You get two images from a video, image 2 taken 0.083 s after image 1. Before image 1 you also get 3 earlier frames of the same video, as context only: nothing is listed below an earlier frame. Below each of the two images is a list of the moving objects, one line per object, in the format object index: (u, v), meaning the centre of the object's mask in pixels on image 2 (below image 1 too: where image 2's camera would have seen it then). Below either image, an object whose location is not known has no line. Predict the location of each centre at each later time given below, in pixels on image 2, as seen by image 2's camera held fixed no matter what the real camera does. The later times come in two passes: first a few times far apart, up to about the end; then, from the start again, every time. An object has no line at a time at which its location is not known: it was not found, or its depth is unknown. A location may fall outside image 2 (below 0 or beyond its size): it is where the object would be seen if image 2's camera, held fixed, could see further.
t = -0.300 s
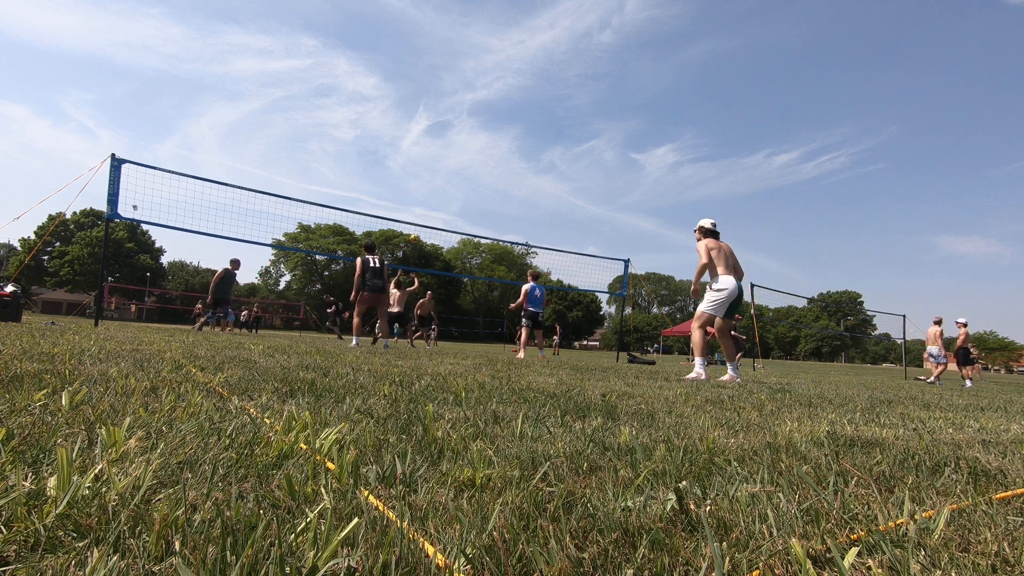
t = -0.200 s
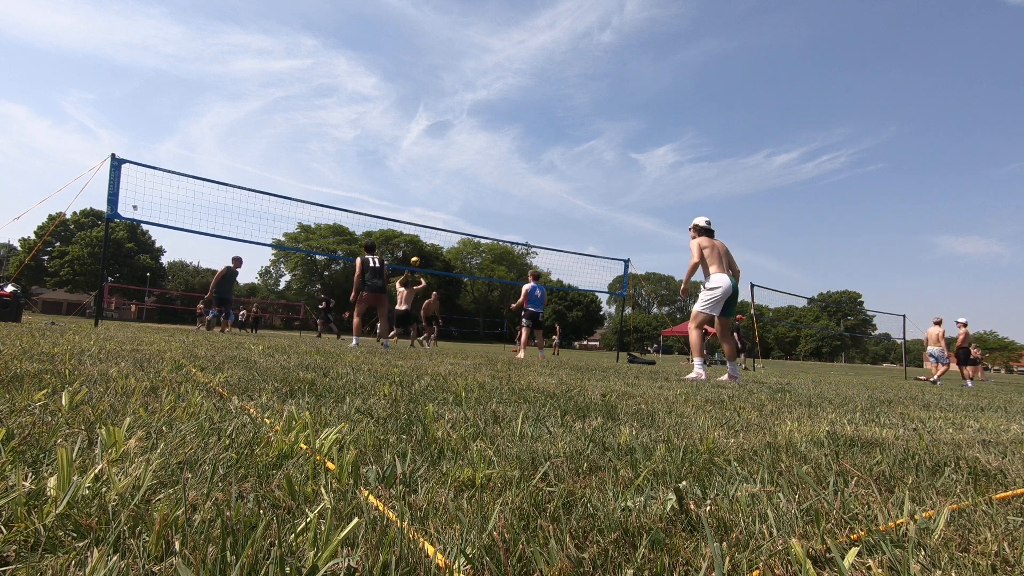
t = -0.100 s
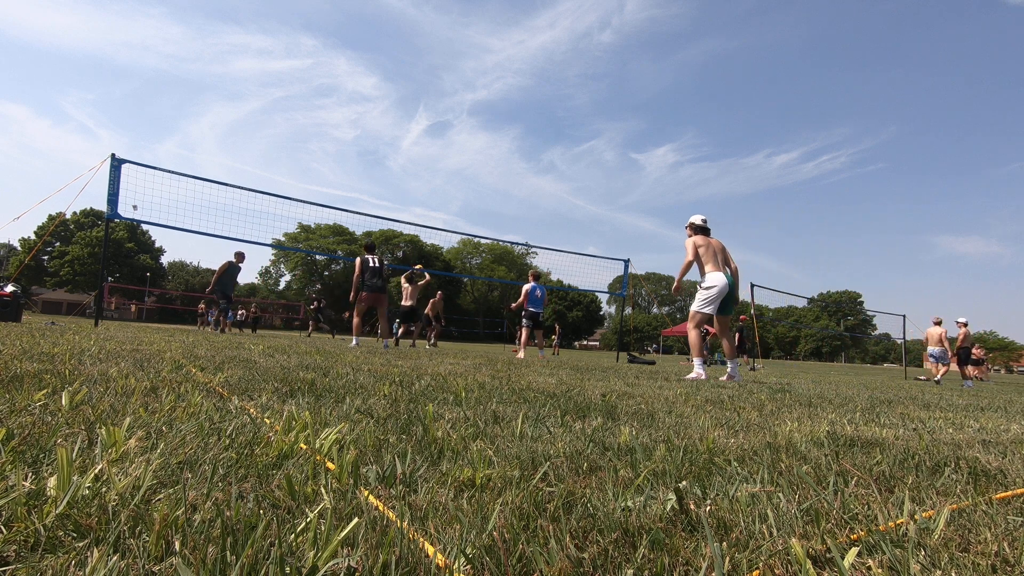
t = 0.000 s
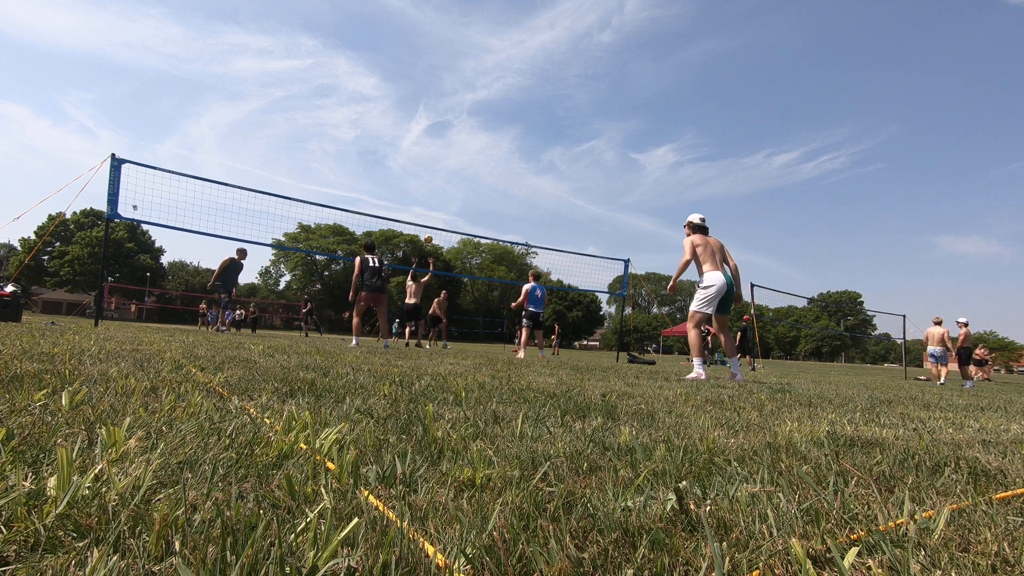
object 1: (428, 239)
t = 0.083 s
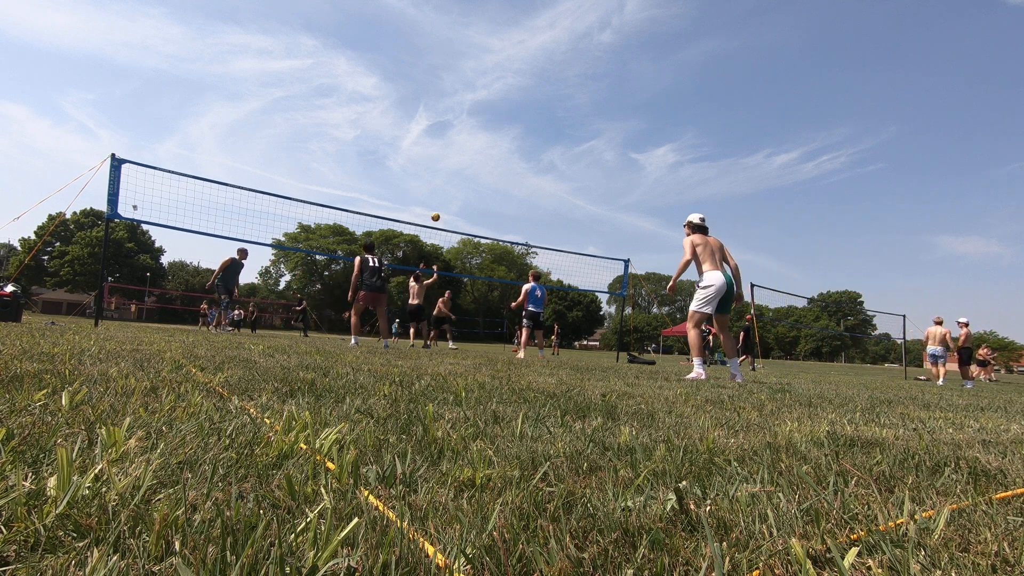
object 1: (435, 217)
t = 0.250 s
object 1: (449, 182)
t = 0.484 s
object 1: (467, 156)
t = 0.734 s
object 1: (483, 153)
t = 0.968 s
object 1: (496, 172)
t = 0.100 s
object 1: (437, 213)
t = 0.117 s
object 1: (438, 209)
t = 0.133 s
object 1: (440, 205)
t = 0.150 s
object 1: (441, 201)
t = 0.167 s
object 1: (442, 198)
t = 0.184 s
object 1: (444, 195)
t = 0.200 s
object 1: (445, 191)
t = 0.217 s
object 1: (447, 188)
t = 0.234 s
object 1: (448, 185)
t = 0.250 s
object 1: (449, 182)
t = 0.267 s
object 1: (450, 180)
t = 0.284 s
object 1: (452, 177)
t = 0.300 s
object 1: (453, 175)
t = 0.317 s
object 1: (454, 173)
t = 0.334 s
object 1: (456, 170)
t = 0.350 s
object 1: (457, 168)
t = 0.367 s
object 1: (458, 166)
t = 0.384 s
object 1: (459, 164)
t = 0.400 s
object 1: (461, 162)
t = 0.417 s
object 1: (462, 161)
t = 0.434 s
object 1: (463, 159)
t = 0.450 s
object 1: (464, 158)
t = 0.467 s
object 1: (465, 157)
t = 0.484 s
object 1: (467, 156)
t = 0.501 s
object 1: (468, 155)
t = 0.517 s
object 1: (469, 154)
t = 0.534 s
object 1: (470, 153)
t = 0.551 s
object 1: (471, 152)
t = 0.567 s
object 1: (472, 152)
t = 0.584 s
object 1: (473, 151)
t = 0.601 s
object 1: (474, 151)
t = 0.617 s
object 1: (476, 151)
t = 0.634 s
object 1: (477, 151)
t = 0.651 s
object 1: (478, 151)
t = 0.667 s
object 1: (479, 151)
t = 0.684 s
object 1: (480, 151)
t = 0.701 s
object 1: (481, 152)
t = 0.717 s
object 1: (482, 152)
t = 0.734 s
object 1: (483, 153)
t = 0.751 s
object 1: (484, 153)
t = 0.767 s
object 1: (485, 154)
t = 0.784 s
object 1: (486, 155)
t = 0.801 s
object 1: (487, 156)
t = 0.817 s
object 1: (488, 158)
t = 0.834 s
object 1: (489, 159)
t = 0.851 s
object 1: (490, 160)
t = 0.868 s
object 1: (491, 161)
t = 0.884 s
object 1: (491, 163)
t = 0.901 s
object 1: (492, 165)
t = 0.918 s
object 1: (493, 166)
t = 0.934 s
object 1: (494, 168)
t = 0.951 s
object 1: (495, 170)
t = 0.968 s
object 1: (496, 172)
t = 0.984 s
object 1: (496, 175)
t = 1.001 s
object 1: (497, 177)
